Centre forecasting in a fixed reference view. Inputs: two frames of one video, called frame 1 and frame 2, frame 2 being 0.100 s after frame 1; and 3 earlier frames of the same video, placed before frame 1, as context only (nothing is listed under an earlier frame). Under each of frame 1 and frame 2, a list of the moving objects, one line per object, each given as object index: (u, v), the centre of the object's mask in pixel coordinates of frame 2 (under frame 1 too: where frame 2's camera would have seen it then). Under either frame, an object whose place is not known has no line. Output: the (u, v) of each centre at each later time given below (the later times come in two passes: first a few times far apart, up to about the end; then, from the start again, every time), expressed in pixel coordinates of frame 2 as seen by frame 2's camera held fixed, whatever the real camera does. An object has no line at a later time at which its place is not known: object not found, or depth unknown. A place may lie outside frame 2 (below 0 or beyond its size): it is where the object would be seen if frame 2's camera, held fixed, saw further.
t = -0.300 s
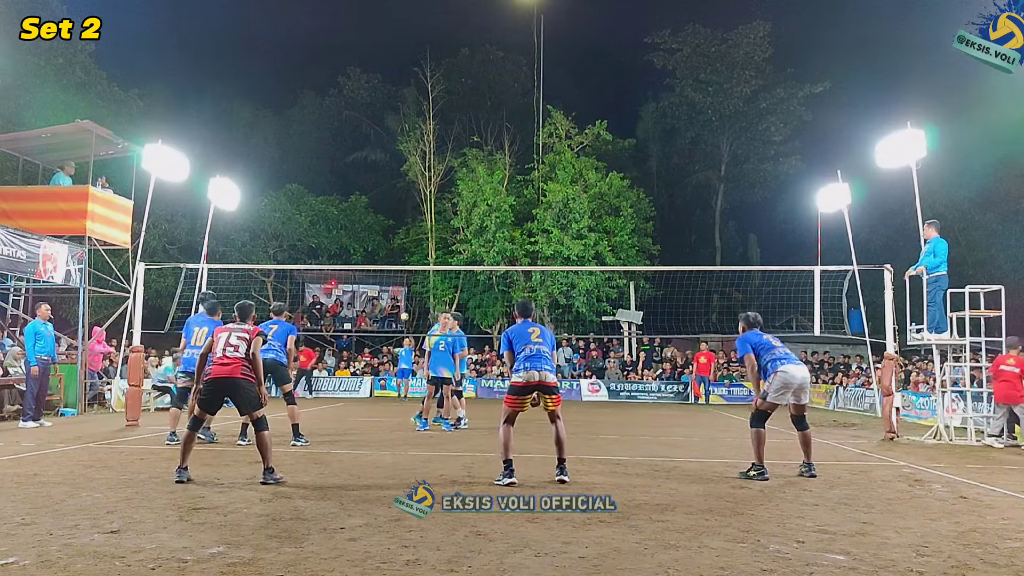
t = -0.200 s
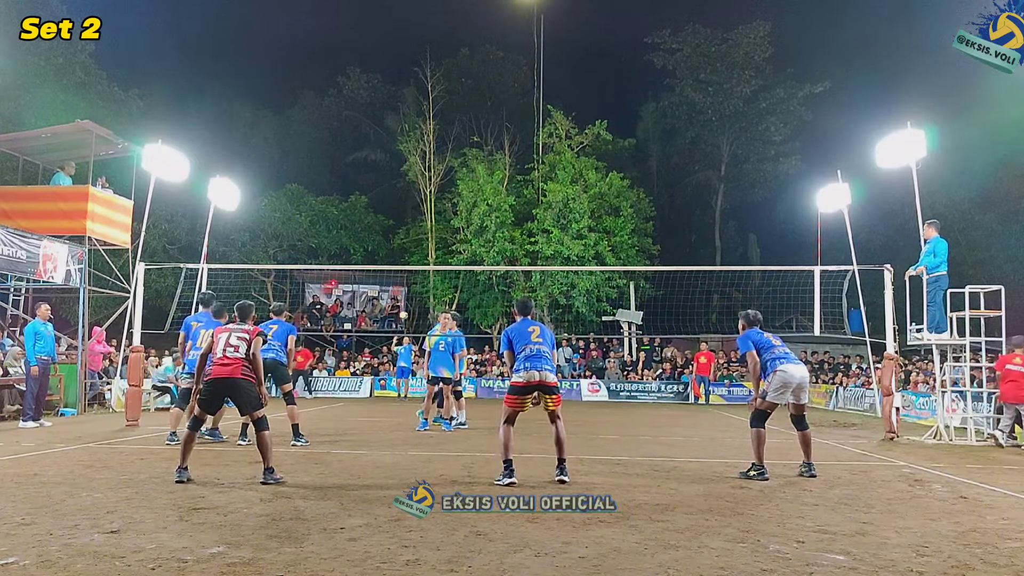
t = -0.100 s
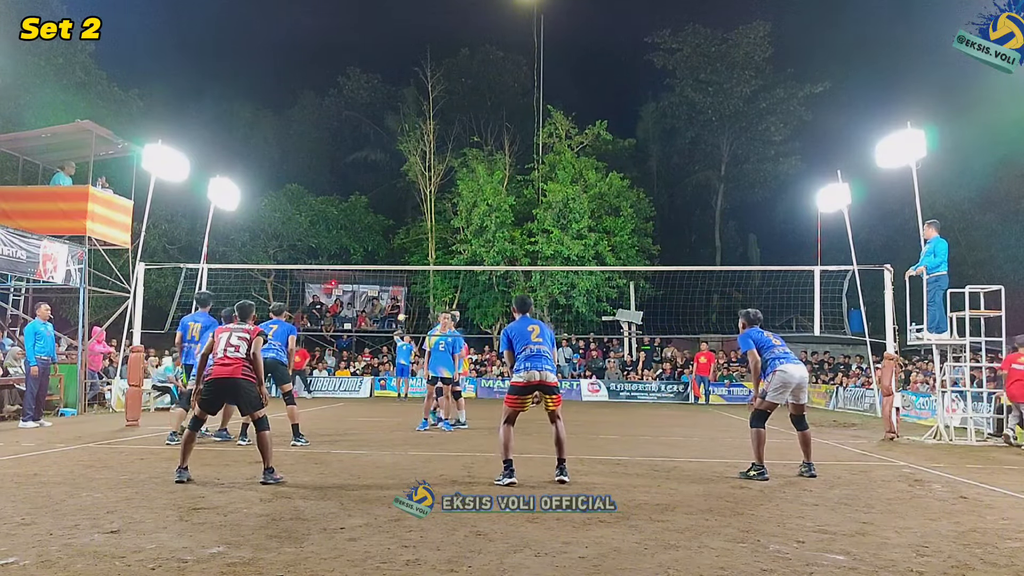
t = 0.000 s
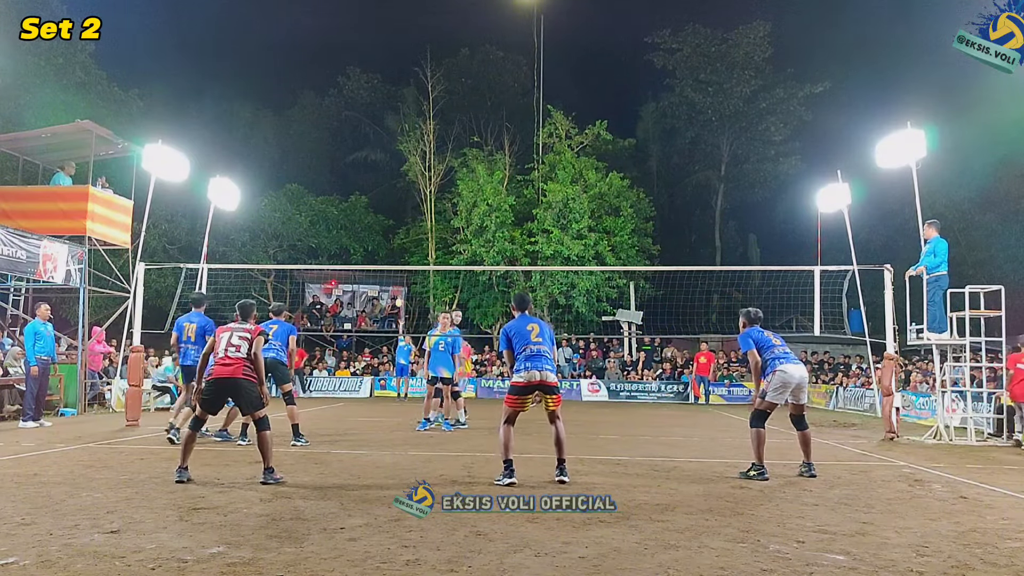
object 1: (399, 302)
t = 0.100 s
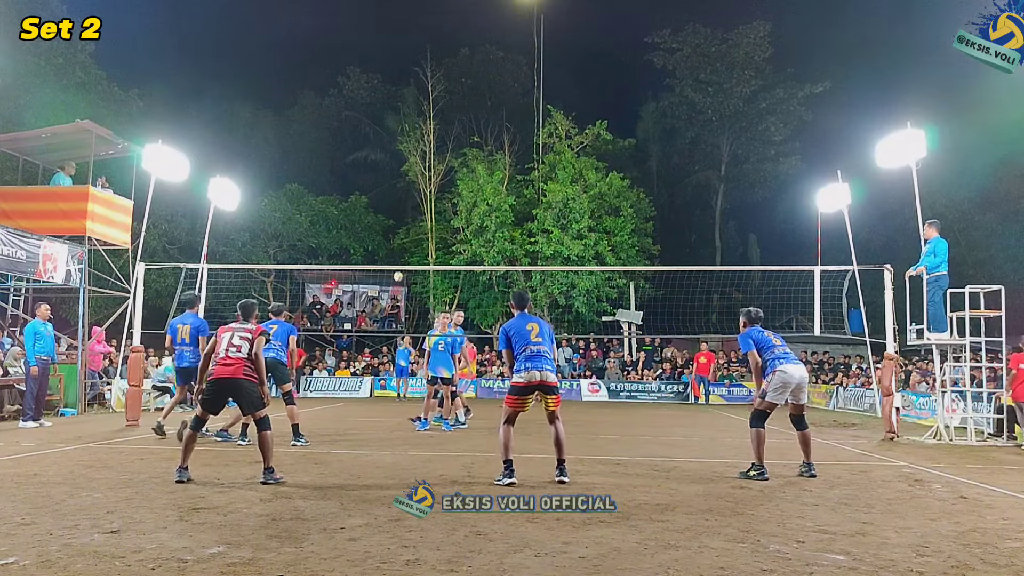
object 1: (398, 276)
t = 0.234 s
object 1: (396, 242)
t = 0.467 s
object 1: (393, 191)
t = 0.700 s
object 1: (381, 158)
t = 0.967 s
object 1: (360, 152)
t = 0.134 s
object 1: (397, 268)
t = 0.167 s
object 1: (397, 259)
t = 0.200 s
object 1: (397, 251)
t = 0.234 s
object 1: (396, 242)
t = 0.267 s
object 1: (396, 234)
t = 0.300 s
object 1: (395, 226)
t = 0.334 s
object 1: (395, 219)
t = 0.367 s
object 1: (394, 212)
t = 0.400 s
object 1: (394, 205)
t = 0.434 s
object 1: (393, 198)
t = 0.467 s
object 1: (393, 191)
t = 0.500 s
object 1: (391, 185)
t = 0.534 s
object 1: (390, 180)
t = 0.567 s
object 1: (389, 174)
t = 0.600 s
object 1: (387, 169)
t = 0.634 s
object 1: (385, 165)
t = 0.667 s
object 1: (383, 161)
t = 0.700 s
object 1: (381, 158)
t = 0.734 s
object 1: (379, 155)
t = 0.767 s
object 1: (376, 153)
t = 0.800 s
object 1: (374, 151)
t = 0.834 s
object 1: (371, 150)
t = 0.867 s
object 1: (368, 149)
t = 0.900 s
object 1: (365, 150)
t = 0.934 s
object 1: (362, 151)
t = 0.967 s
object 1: (360, 152)
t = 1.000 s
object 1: (356, 155)
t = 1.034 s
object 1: (353, 159)
